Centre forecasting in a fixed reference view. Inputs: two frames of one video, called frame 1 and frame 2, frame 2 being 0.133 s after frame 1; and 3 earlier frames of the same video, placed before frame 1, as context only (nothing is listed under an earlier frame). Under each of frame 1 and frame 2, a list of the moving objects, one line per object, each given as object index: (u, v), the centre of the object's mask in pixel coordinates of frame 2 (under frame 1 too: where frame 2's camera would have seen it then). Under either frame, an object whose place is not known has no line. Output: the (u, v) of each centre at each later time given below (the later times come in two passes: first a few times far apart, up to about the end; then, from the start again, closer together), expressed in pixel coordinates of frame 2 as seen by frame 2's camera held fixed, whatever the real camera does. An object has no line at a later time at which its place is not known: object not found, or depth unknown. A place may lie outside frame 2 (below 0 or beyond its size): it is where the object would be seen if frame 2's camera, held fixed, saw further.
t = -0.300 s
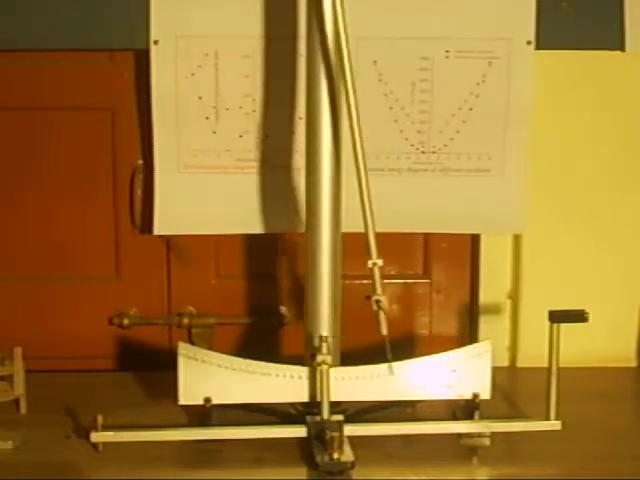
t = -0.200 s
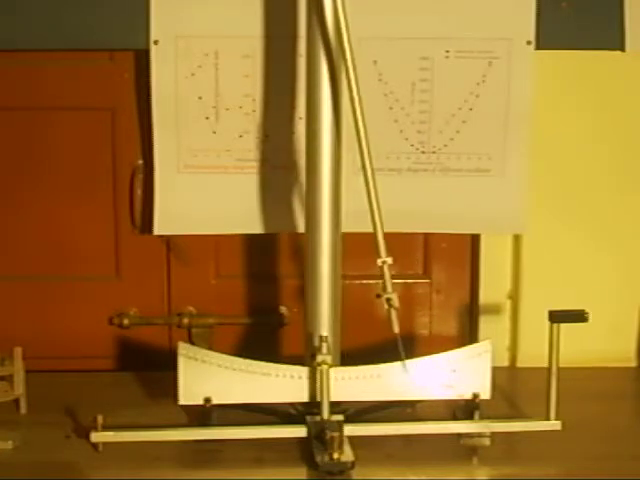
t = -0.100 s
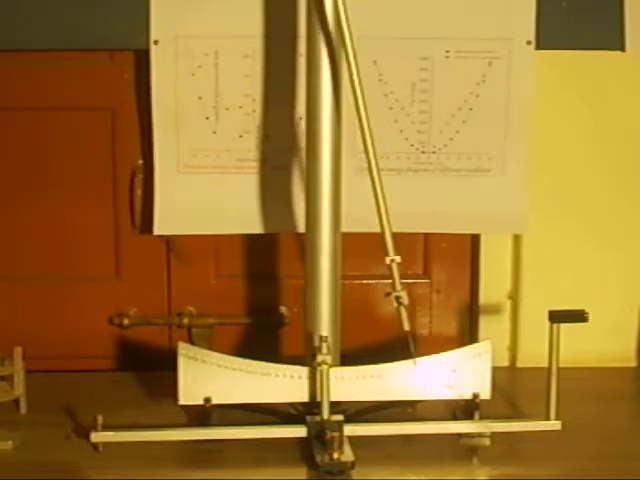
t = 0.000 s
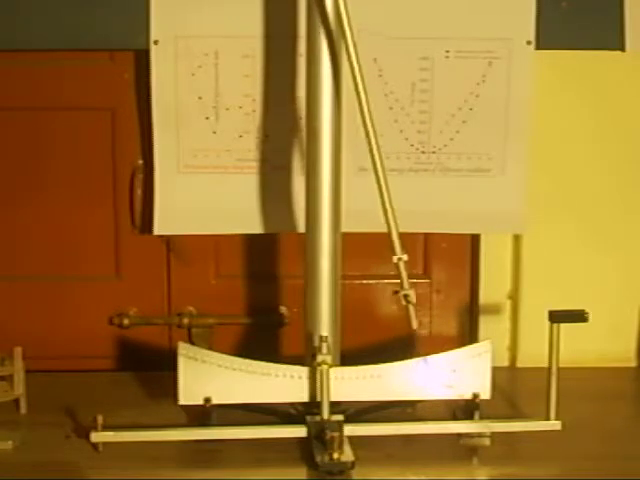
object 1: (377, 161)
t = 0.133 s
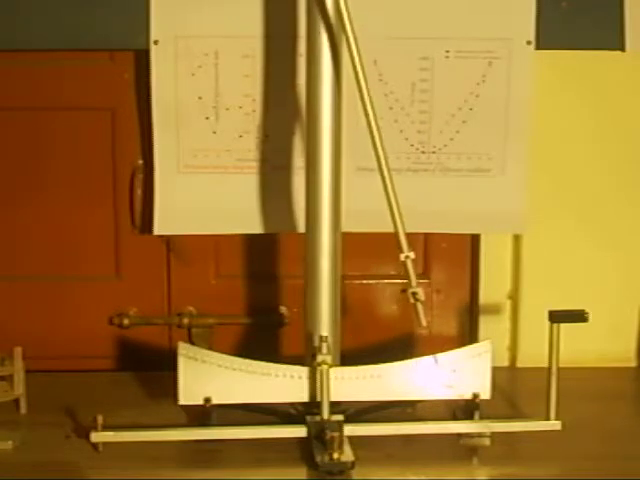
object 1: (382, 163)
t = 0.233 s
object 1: (385, 163)
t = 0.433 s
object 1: (386, 163)
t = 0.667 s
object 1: (383, 163)
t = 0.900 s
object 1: (375, 169)
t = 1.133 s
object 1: (361, 173)
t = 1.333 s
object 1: (347, 175)
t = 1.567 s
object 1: (335, 173)
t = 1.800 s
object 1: (332, 179)
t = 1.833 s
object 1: (333, 178)
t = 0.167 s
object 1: (383, 164)
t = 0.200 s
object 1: (384, 164)
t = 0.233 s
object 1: (385, 163)
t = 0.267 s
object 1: (385, 163)
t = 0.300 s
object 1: (386, 164)
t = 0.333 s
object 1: (387, 165)
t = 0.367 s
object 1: (387, 165)
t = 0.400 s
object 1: (388, 170)
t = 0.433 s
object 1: (386, 163)
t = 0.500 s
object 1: (388, 170)
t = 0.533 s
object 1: (388, 169)
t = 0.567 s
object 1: (387, 169)
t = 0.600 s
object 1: (386, 165)
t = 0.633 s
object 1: (384, 165)
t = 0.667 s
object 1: (383, 163)
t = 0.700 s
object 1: (382, 164)
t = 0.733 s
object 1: (380, 162)
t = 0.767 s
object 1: (380, 164)
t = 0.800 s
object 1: (379, 164)
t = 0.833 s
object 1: (377, 162)
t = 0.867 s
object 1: (376, 167)
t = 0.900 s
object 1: (375, 169)
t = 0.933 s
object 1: (373, 169)
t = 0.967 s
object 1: (371, 170)
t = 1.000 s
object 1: (370, 172)
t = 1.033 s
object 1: (367, 173)
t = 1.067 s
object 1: (366, 173)
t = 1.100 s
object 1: (363, 174)
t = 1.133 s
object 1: (361, 173)
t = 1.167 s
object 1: (359, 175)
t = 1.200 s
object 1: (357, 176)
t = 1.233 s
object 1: (354, 176)
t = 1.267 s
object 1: (353, 180)
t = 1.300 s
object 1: (349, 175)
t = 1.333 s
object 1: (347, 175)
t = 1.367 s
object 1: (344, 176)
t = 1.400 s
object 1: (342, 177)
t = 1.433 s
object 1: (340, 181)
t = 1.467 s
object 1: (338, 183)
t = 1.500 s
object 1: (337, 179)
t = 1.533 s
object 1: (335, 175)
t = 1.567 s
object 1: (335, 173)
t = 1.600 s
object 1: (334, 174)
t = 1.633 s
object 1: (333, 173)
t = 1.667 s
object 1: (333, 177)
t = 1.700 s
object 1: (333, 177)
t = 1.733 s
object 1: (333, 177)
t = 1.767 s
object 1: (332, 178)
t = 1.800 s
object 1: (332, 179)
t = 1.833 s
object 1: (333, 178)
